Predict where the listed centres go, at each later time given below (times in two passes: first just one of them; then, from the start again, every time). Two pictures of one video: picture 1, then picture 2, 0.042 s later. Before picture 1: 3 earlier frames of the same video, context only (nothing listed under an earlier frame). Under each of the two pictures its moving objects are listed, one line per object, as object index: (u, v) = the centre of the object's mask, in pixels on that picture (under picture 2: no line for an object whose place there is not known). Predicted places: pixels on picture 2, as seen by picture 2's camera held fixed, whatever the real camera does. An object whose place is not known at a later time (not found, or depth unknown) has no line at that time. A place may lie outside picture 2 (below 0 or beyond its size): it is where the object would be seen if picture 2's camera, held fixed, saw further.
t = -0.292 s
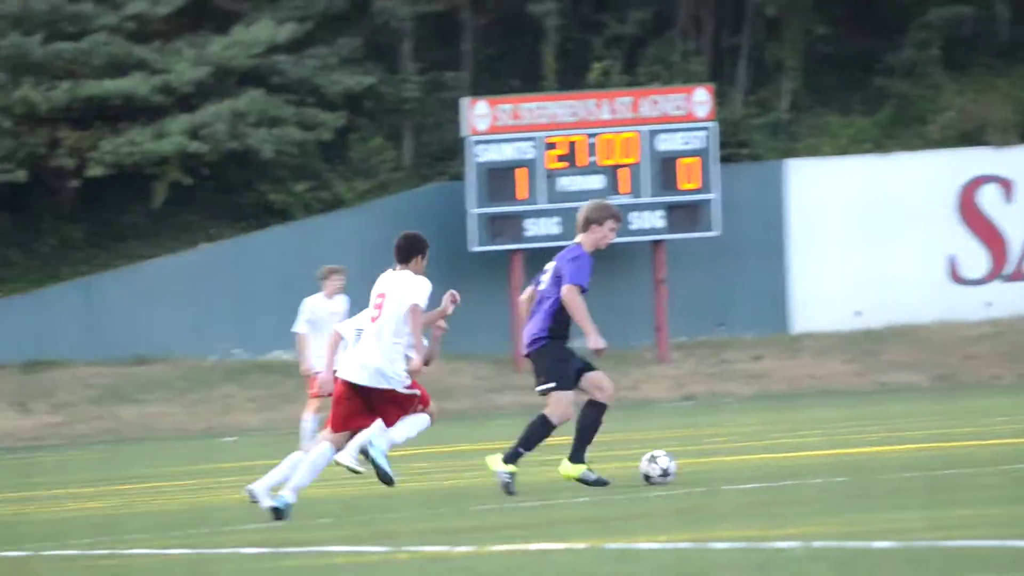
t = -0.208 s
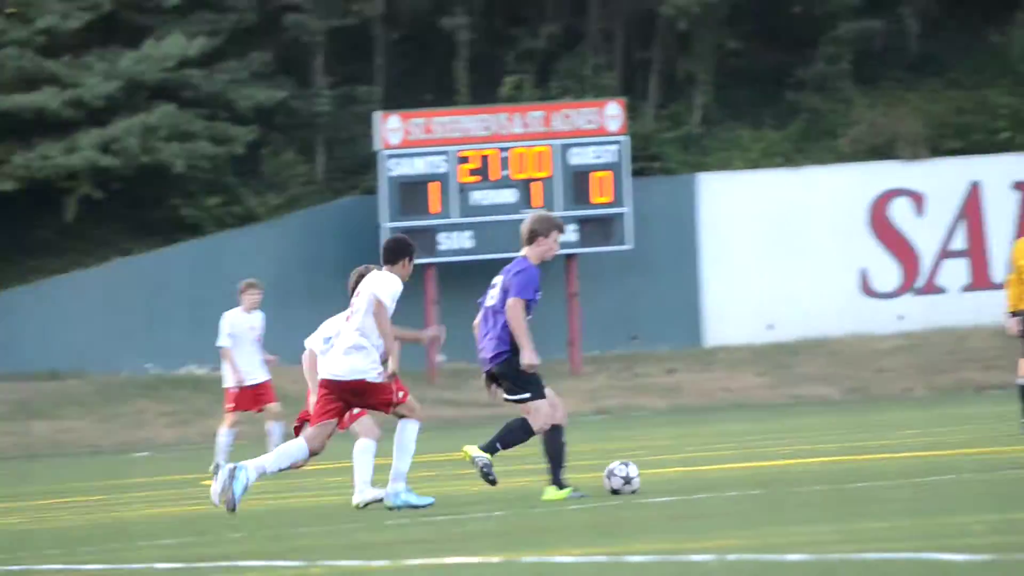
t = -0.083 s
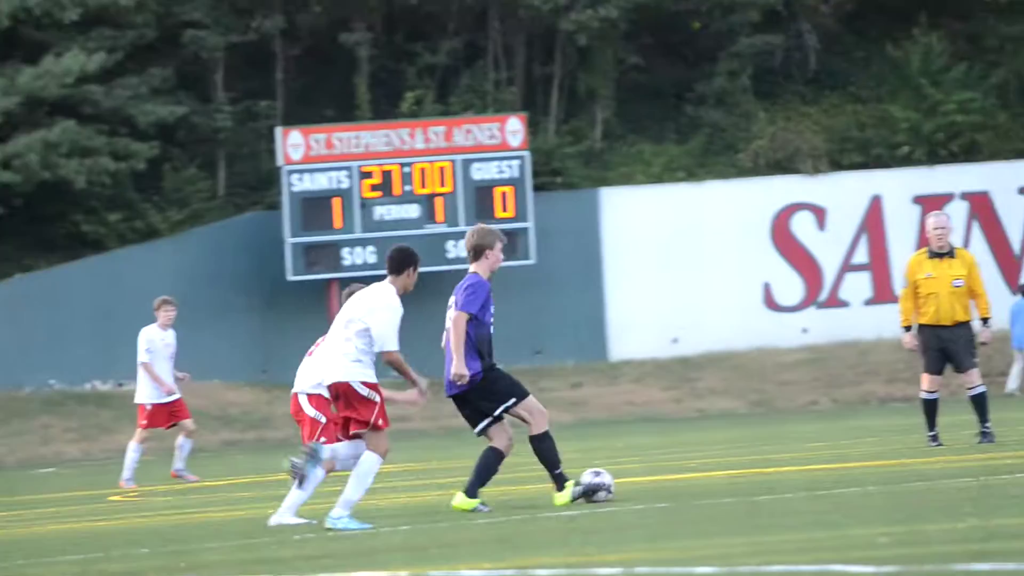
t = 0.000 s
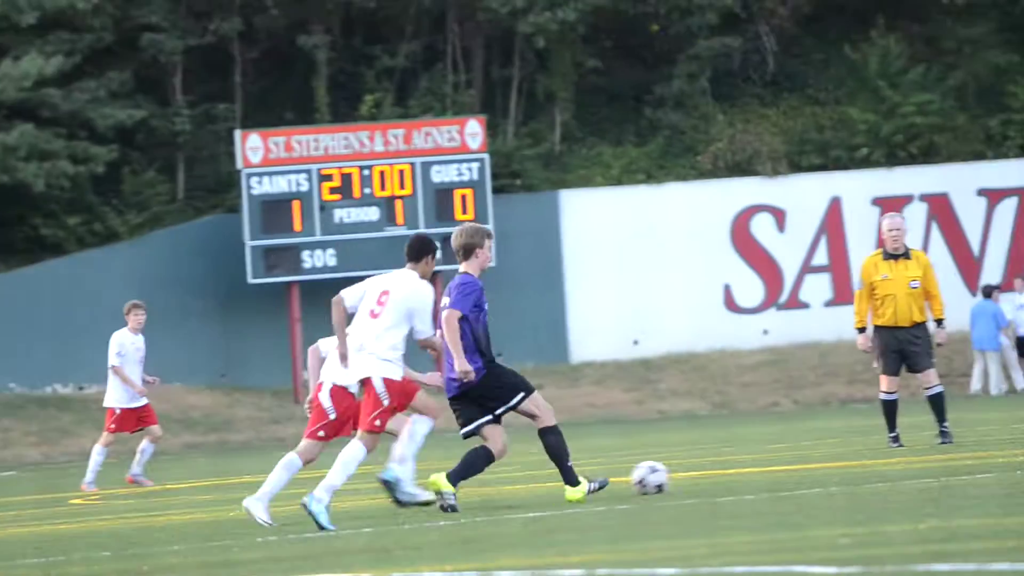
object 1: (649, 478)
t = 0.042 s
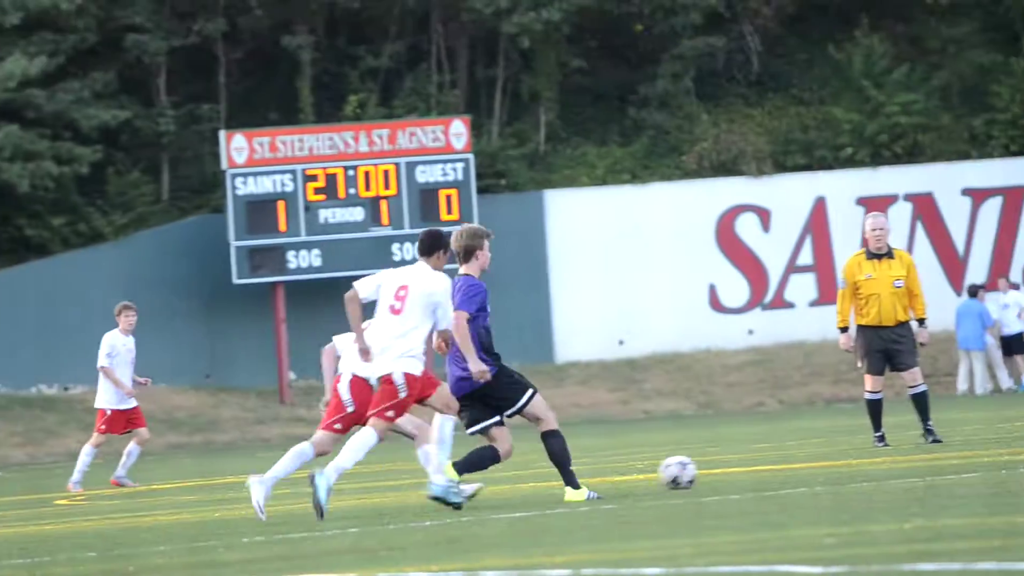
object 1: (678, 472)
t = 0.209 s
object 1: (832, 458)
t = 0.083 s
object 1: (719, 467)
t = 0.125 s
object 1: (759, 464)
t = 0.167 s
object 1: (797, 461)
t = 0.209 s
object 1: (832, 458)
